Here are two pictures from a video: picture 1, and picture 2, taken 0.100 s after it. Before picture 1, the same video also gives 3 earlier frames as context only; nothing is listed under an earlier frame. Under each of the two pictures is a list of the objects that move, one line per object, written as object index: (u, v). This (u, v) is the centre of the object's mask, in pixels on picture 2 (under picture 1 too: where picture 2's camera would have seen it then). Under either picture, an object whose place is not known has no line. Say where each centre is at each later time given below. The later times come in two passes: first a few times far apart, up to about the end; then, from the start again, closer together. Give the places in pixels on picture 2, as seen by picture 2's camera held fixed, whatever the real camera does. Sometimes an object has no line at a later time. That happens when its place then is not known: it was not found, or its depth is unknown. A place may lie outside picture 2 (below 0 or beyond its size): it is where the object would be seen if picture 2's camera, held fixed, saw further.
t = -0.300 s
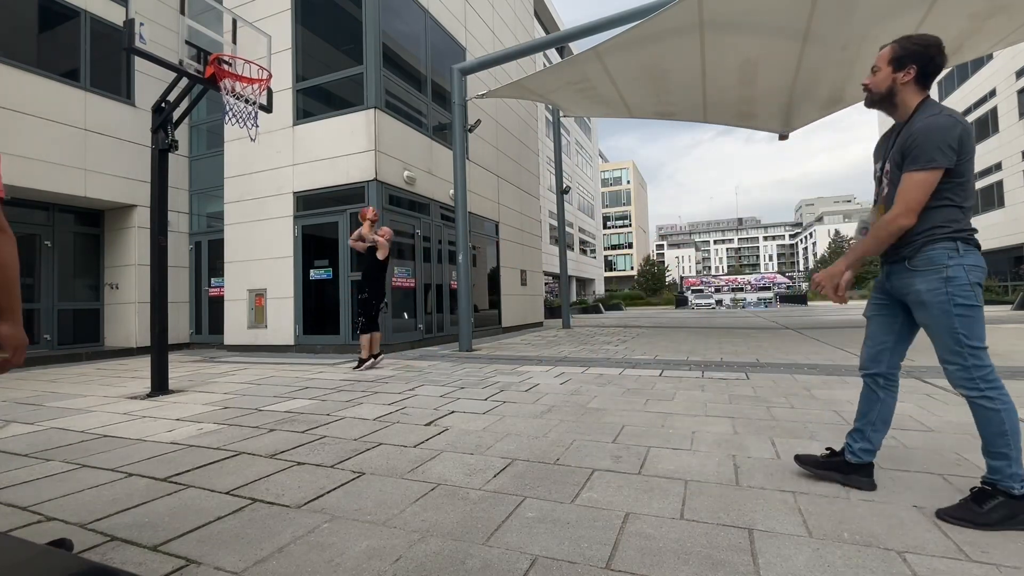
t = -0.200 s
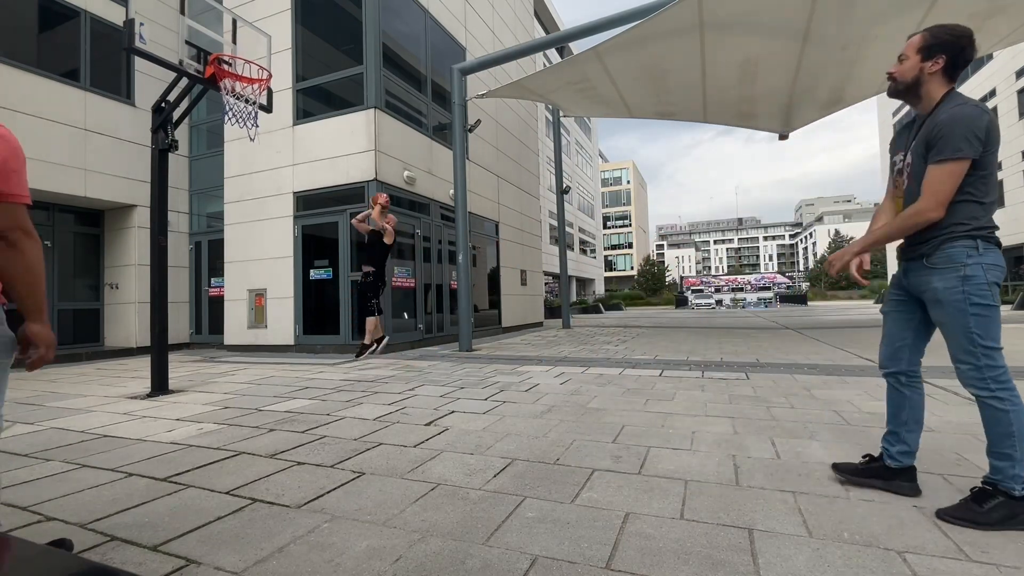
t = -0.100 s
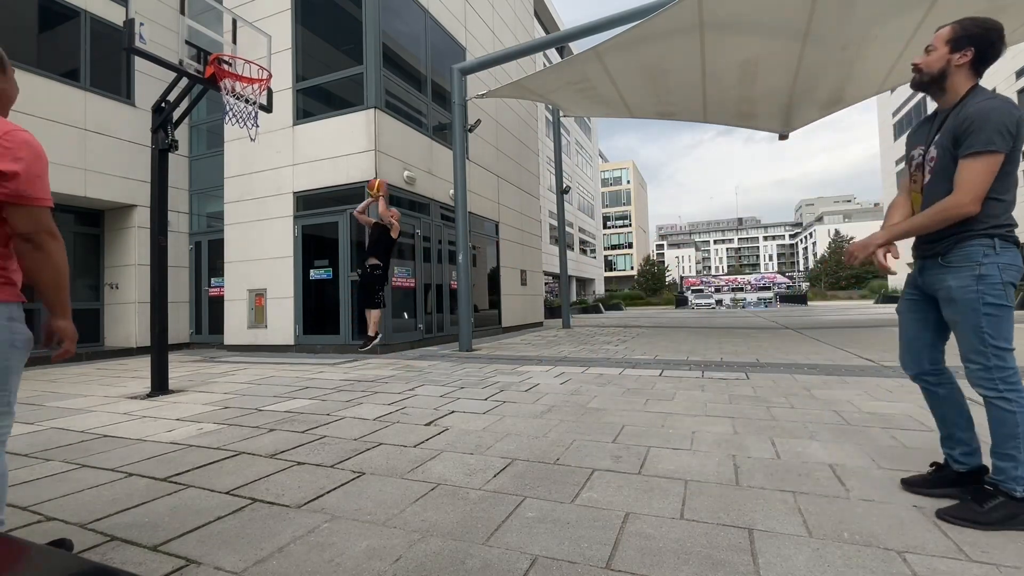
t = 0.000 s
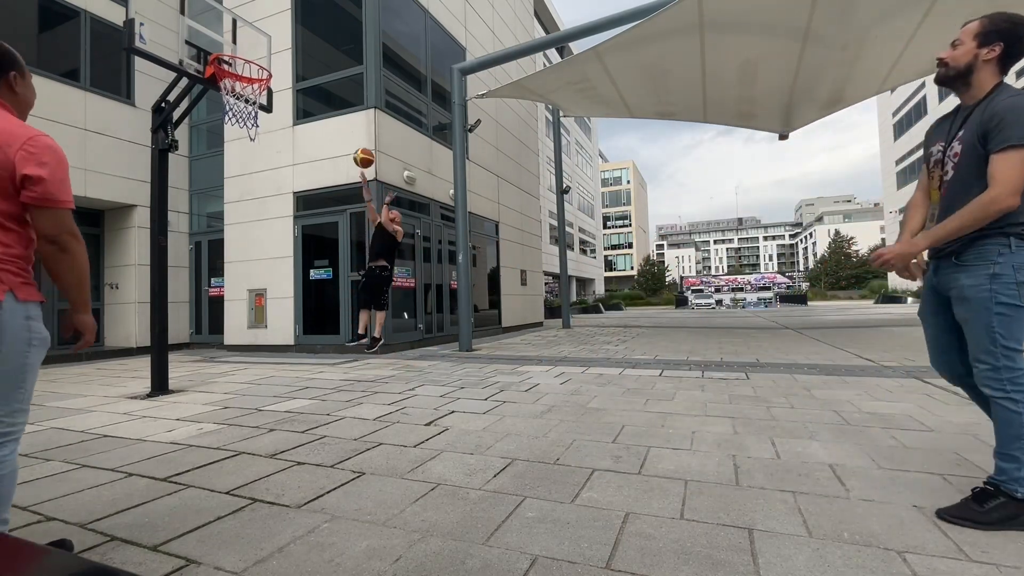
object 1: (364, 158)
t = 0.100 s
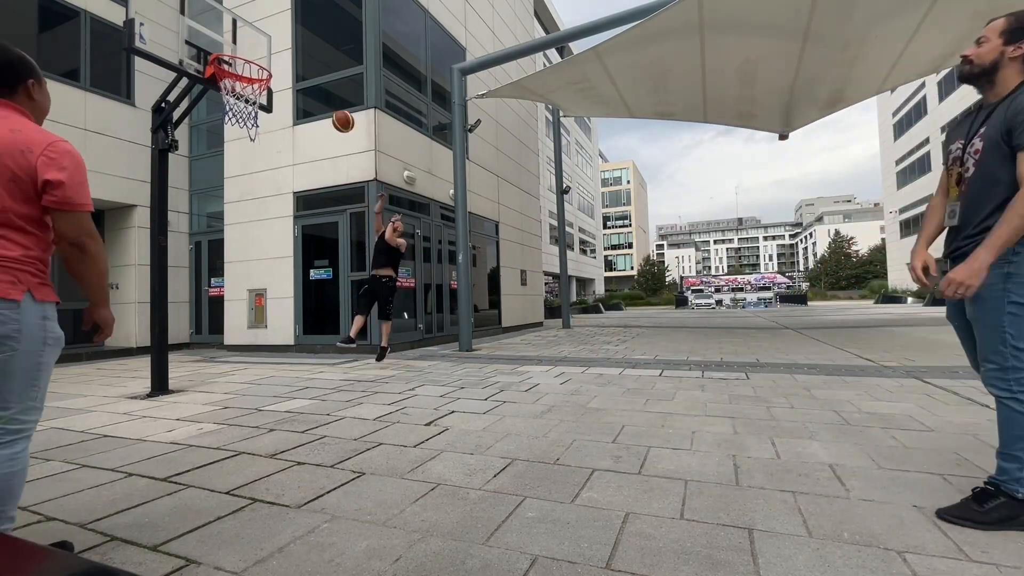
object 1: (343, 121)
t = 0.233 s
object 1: (313, 82)
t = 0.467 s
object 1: (252, 41)
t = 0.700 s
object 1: (226, 44)
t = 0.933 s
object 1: (259, 63)
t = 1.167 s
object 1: (262, 67)
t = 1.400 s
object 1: (280, 101)
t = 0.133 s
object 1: (336, 110)
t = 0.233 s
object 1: (313, 82)
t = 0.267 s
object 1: (305, 73)
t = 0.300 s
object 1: (297, 66)
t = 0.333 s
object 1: (288, 59)
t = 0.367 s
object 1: (280, 53)
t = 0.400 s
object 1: (271, 48)
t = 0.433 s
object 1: (262, 44)
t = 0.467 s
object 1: (252, 41)
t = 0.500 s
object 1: (248, 38)
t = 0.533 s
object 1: (245, 37)
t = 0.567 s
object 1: (241, 36)
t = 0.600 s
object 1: (238, 37)
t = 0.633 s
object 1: (234, 39)
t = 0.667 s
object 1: (230, 41)
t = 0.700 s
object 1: (226, 44)
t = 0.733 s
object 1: (222, 51)
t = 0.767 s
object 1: (231, 52)
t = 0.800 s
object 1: (239, 55)
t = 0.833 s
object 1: (246, 57)
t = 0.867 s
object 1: (253, 60)
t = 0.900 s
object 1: (259, 64)
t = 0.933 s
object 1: (259, 63)
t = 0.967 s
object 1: (259, 63)
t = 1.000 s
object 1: (259, 64)
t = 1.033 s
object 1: (258, 64)
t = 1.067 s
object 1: (258, 65)
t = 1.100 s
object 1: (259, 65)
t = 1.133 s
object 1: (260, 66)
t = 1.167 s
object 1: (262, 67)
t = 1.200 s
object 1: (264, 69)
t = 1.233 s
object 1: (267, 71)
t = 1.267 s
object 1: (269, 75)
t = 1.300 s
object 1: (274, 81)
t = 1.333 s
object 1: (277, 88)
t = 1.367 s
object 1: (277, 94)
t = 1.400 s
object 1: (280, 101)
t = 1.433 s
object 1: (281, 110)
